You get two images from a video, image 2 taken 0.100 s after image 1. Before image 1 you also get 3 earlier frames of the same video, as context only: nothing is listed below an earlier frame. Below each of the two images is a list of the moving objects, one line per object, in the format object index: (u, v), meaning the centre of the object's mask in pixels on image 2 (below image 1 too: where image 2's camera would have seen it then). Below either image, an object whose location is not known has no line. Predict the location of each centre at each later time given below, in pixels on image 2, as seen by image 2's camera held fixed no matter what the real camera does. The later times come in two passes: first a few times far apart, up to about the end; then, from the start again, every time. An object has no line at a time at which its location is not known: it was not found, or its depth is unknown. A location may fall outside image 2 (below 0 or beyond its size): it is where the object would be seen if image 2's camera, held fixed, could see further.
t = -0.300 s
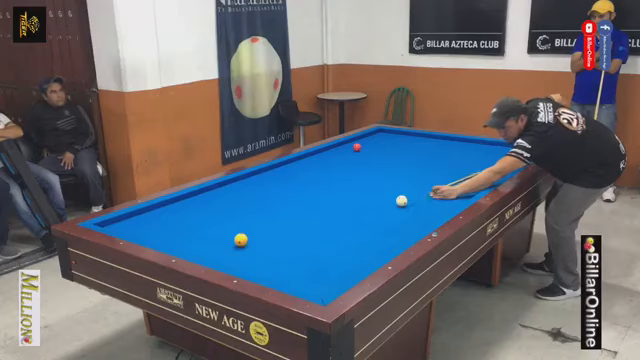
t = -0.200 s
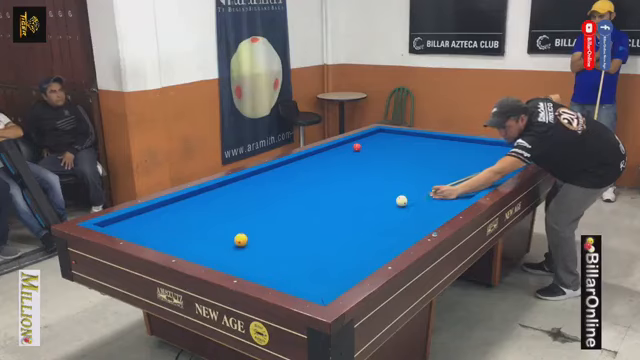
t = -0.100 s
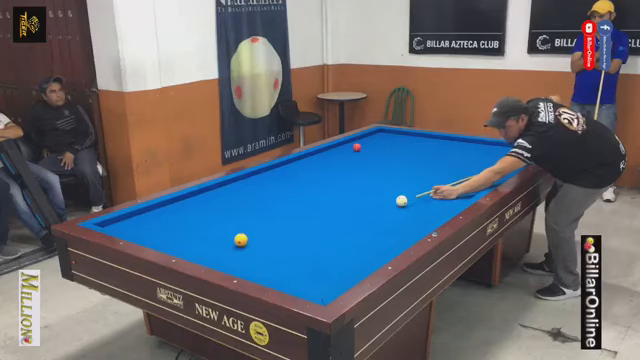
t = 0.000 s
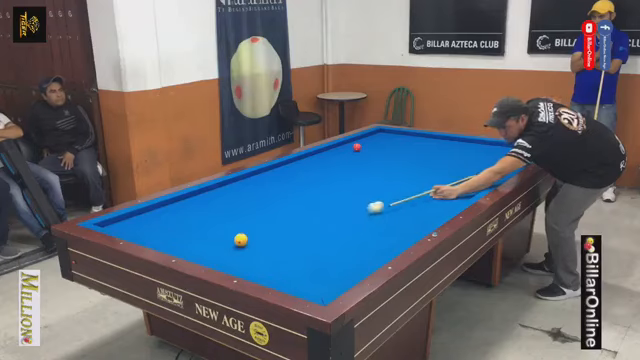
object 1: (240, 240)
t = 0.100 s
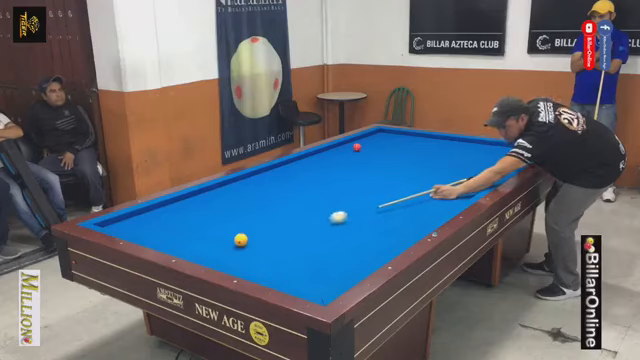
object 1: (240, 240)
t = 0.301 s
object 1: (240, 240)
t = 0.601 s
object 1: (181, 237)
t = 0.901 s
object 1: (133, 233)
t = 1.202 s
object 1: (121, 223)
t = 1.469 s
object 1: (128, 219)
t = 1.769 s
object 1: (151, 218)
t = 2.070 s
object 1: (173, 218)
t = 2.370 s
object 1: (194, 217)
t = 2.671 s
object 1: (214, 217)
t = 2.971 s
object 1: (234, 217)
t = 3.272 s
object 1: (252, 216)
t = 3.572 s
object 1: (269, 216)
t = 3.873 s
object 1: (285, 216)
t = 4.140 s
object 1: (299, 215)
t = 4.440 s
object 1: (314, 215)
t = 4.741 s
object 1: (328, 215)
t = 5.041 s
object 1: (341, 214)
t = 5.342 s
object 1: (354, 214)
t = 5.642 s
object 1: (365, 214)
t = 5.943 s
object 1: (376, 214)
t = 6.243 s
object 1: (386, 214)
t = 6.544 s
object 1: (396, 213)
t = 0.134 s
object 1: (240, 240)
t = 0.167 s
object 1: (240, 240)
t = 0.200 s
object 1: (240, 240)
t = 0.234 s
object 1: (240, 240)
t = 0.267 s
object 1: (240, 240)
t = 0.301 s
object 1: (240, 240)
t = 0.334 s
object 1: (239, 240)
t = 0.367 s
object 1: (231, 239)
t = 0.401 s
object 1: (222, 239)
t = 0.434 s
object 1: (214, 239)
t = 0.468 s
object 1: (207, 238)
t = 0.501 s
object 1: (199, 238)
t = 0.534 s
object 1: (193, 238)
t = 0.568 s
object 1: (187, 238)
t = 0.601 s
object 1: (181, 237)
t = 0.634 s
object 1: (175, 237)
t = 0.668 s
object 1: (169, 237)
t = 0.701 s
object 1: (163, 237)
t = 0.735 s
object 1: (158, 237)
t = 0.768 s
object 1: (152, 236)
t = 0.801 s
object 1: (146, 235)
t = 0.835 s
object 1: (140, 235)
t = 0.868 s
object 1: (135, 234)
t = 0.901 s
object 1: (133, 233)
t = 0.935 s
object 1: (132, 232)
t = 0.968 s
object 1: (131, 231)
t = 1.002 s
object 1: (130, 230)
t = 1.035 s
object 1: (128, 229)
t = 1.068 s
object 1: (126, 228)
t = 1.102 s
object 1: (125, 227)
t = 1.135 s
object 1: (124, 226)
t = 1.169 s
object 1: (122, 225)
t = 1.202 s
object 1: (121, 223)
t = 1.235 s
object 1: (120, 222)
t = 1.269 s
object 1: (119, 221)
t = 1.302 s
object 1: (117, 220)
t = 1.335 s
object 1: (117, 219)
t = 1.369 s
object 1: (120, 219)
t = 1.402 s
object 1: (123, 219)
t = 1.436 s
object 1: (125, 219)
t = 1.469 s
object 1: (128, 219)
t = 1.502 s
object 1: (131, 219)
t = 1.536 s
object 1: (133, 219)
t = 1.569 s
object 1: (136, 219)
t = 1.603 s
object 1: (138, 218)
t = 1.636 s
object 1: (141, 219)
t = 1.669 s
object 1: (143, 218)
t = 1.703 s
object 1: (146, 219)
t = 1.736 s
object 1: (149, 218)
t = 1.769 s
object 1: (151, 218)
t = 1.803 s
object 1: (154, 218)
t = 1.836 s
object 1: (156, 218)
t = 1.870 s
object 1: (158, 218)
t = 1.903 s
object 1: (161, 218)
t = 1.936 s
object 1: (163, 218)
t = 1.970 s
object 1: (166, 218)
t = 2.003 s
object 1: (168, 218)
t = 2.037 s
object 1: (171, 218)
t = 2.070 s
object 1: (173, 218)
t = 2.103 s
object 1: (175, 218)
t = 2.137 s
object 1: (178, 218)
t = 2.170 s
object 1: (180, 218)
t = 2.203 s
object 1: (183, 218)
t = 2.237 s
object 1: (185, 218)
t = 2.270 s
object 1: (187, 218)
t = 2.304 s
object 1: (189, 218)
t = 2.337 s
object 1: (192, 218)
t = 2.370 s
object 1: (194, 217)
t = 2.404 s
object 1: (197, 217)
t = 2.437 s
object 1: (199, 217)
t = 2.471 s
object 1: (201, 217)
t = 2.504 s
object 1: (203, 217)
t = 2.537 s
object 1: (205, 217)
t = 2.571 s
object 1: (208, 217)
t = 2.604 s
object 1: (210, 217)
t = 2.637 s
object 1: (212, 217)
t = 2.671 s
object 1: (214, 217)
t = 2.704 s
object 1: (217, 217)
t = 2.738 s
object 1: (219, 217)
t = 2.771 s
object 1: (221, 217)
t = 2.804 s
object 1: (223, 217)
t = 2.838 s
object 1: (225, 217)
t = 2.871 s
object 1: (227, 217)
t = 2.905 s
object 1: (230, 217)
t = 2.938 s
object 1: (232, 217)
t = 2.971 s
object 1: (234, 217)
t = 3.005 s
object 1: (236, 217)
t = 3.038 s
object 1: (238, 217)
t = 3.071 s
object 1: (240, 217)
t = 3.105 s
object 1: (242, 217)
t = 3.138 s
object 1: (244, 217)
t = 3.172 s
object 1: (246, 216)
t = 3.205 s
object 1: (248, 216)
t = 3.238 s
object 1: (250, 216)
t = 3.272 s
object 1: (252, 216)
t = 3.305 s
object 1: (254, 216)
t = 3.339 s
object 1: (255, 216)
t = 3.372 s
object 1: (258, 216)
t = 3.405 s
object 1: (259, 216)
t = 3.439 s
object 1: (261, 216)
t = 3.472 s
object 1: (264, 216)
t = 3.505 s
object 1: (265, 216)
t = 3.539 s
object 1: (267, 216)
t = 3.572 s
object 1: (269, 216)
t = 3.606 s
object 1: (271, 216)
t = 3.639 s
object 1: (273, 216)
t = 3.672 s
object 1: (275, 216)
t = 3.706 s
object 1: (276, 216)
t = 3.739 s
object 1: (278, 216)
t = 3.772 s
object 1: (280, 216)
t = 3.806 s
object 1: (282, 216)
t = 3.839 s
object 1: (284, 216)
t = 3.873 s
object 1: (285, 216)
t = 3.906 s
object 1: (287, 216)
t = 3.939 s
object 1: (289, 216)
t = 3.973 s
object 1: (291, 216)
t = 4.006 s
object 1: (292, 215)
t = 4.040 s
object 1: (294, 215)
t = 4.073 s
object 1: (296, 215)
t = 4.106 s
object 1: (298, 215)
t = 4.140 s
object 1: (299, 215)
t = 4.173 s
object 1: (301, 215)
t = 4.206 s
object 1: (303, 215)
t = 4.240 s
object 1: (304, 215)
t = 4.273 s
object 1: (306, 215)
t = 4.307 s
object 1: (308, 215)
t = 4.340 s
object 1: (309, 215)
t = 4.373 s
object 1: (311, 215)
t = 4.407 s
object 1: (313, 215)
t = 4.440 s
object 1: (314, 215)
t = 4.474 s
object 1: (316, 215)
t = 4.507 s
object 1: (317, 215)
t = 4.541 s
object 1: (319, 215)
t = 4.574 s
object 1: (320, 215)
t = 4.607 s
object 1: (322, 215)
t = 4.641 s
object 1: (323, 215)
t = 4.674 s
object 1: (325, 215)
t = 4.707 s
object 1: (326, 215)
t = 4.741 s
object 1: (328, 215)
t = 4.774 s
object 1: (330, 215)
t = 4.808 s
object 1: (331, 214)
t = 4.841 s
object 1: (333, 214)
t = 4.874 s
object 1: (334, 215)
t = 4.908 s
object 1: (336, 214)
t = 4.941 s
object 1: (337, 214)
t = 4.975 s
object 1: (338, 215)
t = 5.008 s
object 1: (340, 214)
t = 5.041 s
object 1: (341, 214)
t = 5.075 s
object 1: (343, 214)
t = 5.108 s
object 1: (344, 214)
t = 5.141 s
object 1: (345, 214)
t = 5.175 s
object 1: (347, 214)
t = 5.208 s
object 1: (348, 214)
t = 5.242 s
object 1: (350, 214)
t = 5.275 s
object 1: (351, 214)
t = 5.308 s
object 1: (352, 214)
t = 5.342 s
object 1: (354, 214)
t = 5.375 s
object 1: (355, 214)
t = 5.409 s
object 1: (357, 214)
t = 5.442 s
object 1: (358, 214)
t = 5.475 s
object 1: (359, 214)
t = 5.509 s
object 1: (360, 214)
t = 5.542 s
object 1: (362, 214)
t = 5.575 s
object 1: (363, 214)
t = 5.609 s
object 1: (364, 214)
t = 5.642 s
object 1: (365, 214)
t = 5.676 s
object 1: (367, 214)
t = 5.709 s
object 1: (368, 214)
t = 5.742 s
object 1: (369, 214)
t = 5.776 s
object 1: (370, 214)
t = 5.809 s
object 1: (372, 214)
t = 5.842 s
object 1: (373, 214)
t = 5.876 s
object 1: (374, 214)
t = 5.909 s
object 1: (375, 214)
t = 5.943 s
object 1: (376, 214)
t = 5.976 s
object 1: (377, 214)
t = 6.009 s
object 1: (379, 214)
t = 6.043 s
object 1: (380, 214)
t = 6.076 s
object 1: (381, 214)
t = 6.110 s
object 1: (382, 214)
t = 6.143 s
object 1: (383, 214)
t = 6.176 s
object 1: (384, 214)
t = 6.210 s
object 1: (385, 214)
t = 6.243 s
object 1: (386, 214)
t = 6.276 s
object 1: (387, 214)
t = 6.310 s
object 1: (389, 214)
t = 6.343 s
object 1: (390, 214)
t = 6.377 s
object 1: (391, 213)
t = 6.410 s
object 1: (392, 214)
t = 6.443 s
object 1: (393, 214)
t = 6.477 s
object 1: (394, 213)
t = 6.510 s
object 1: (395, 213)
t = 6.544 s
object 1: (396, 213)
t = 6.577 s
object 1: (397, 213)
